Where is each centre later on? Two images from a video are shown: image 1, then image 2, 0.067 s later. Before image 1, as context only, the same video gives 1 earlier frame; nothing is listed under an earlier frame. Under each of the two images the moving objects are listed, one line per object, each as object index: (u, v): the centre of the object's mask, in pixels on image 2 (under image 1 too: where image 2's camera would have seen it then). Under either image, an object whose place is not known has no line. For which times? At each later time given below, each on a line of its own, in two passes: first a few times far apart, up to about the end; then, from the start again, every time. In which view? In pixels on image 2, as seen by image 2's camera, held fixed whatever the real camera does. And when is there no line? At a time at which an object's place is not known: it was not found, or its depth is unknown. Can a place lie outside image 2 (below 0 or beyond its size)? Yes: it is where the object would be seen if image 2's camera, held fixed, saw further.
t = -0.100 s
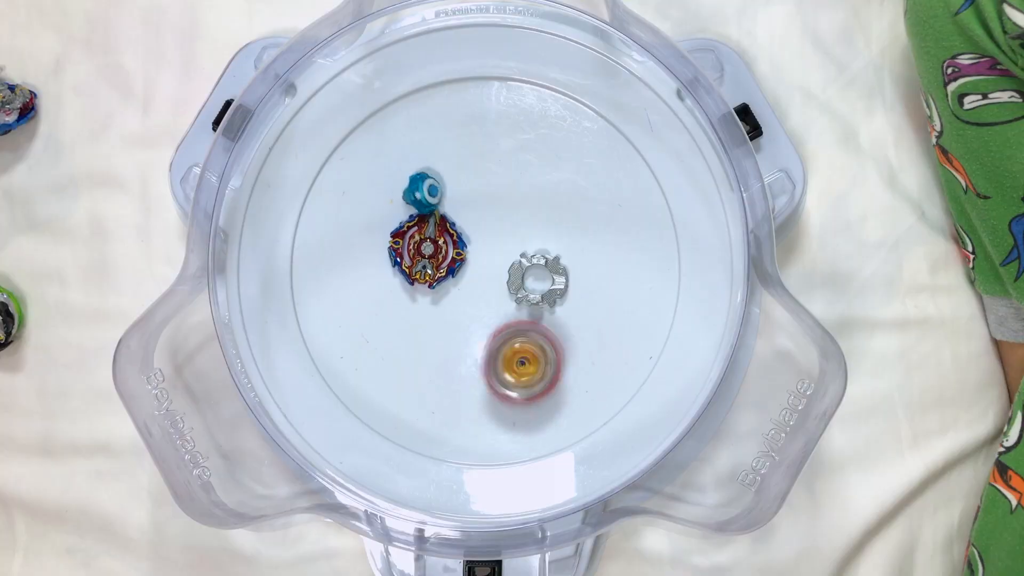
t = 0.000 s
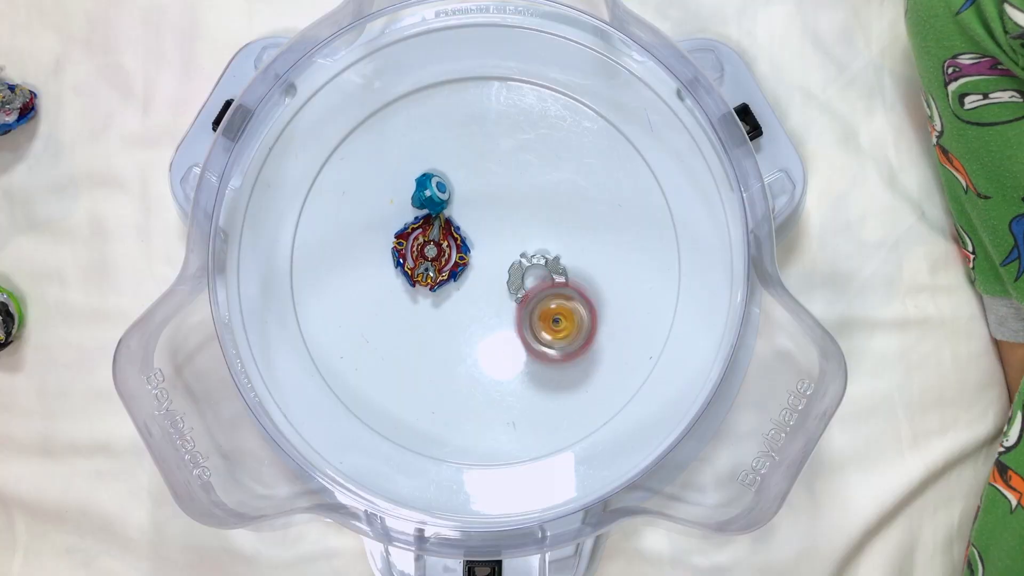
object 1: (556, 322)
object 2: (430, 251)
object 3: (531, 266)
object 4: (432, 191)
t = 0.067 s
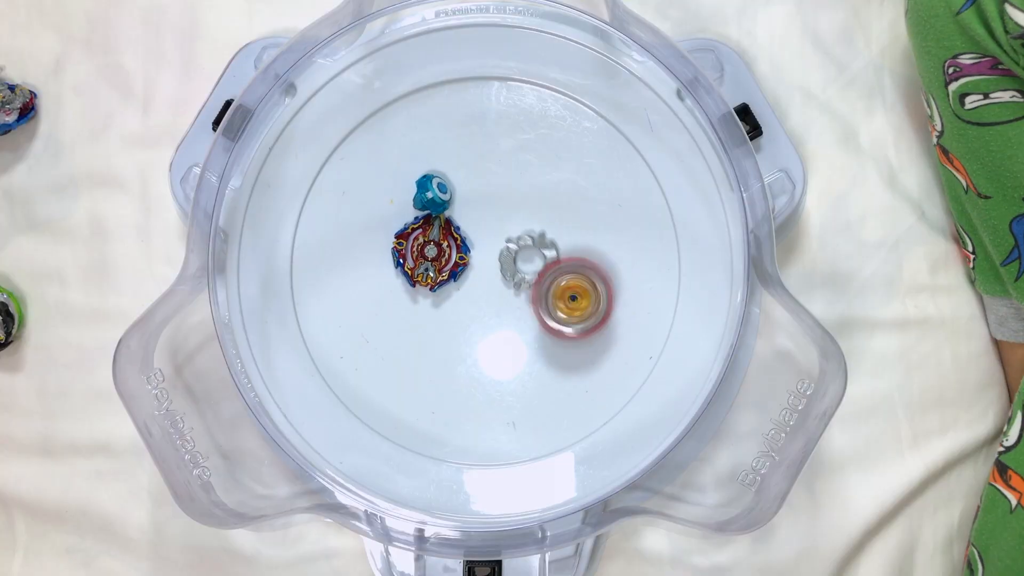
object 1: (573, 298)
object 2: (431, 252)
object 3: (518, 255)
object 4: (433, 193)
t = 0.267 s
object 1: (552, 212)
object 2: (431, 252)
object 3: (508, 256)
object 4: (438, 195)
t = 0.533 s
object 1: (471, 211)
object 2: (426, 256)
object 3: (518, 263)
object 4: (402, 169)
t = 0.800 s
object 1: (465, 250)
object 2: (407, 273)
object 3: (530, 274)
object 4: (386, 206)
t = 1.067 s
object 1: (425, 247)
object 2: (387, 296)
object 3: (647, 345)
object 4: (386, 165)
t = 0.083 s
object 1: (575, 292)
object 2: (431, 252)
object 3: (525, 254)
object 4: (434, 193)
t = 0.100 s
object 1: (578, 286)
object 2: (431, 252)
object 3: (523, 251)
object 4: (435, 193)
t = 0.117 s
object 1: (579, 279)
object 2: (431, 252)
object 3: (521, 248)
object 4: (435, 194)
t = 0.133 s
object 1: (580, 271)
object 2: (431, 252)
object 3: (519, 247)
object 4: (436, 195)
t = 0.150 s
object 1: (579, 263)
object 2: (431, 252)
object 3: (517, 246)
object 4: (437, 195)
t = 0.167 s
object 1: (577, 255)
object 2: (431, 252)
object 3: (515, 246)
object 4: (437, 195)
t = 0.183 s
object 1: (574, 246)
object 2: (431, 252)
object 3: (514, 246)
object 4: (438, 195)
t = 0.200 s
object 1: (571, 238)
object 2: (431, 252)
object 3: (505, 251)
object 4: (438, 195)
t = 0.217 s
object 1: (567, 230)
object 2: (431, 252)
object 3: (505, 251)
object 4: (437, 195)
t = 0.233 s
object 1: (562, 222)
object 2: (431, 252)
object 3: (505, 251)
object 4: (438, 195)
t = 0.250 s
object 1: (557, 217)
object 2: (431, 252)
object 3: (506, 253)
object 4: (437, 195)
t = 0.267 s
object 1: (552, 212)
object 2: (431, 252)
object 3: (508, 256)
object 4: (438, 195)
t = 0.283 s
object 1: (547, 207)
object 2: (431, 252)
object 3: (509, 257)
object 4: (438, 195)
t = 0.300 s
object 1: (541, 203)
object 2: (431, 252)
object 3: (512, 258)
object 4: (438, 195)
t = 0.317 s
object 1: (535, 201)
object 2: (431, 252)
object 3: (512, 258)
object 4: (438, 195)
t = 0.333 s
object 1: (530, 198)
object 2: (431, 252)
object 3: (515, 259)
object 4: (437, 195)
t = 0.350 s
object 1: (523, 197)
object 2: (431, 252)
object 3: (515, 259)
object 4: (437, 195)
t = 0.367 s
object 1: (517, 197)
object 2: (431, 252)
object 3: (515, 259)
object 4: (437, 195)
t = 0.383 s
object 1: (511, 197)
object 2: (431, 252)
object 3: (515, 259)
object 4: (437, 195)
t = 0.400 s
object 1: (505, 198)
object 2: (431, 252)
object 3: (521, 259)
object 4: (438, 195)
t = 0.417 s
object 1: (499, 199)
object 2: (431, 252)
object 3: (522, 259)
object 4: (437, 195)
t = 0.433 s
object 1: (494, 201)
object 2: (431, 252)
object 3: (525, 257)
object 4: (436, 195)
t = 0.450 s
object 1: (488, 204)
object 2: (430, 252)
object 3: (526, 257)
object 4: (435, 194)
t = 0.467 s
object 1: (483, 205)
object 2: (429, 253)
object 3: (524, 260)
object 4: (433, 193)
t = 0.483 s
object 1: (479, 206)
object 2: (429, 254)
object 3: (520, 254)
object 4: (425, 186)
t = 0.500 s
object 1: (477, 208)
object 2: (428, 255)
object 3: (519, 257)
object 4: (418, 180)
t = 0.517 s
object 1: (474, 209)
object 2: (427, 256)
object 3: (519, 260)
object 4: (410, 174)
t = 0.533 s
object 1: (471, 211)
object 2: (426, 256)
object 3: (518, 263)
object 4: (402, 169)
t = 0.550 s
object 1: (468, 213)
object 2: (426, 257)
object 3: (518, 265)
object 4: (396, 166)
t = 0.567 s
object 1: (467, 214)
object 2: (423, 259)
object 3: (518, 266)
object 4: (390, 164)
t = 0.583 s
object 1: (465, 216)
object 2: (421, 260)
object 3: (518, 267)
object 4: (385, 163)
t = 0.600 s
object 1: (464, 218)
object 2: (419, 262)
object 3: (518, 268)
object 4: (382, 164)
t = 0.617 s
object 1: (463, 220)
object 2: (417, 263)
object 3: (518, 268)
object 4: (379, 165)
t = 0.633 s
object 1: (462, 223)
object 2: (416, 265)
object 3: (518, 268)
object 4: (377, 167)
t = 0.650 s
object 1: (461, 226)
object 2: (415, 266)
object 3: (517, 268)
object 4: (377, 168)
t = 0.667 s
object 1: (461, 228)
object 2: (413, 267)
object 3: (517, 268)
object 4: (377, 168)
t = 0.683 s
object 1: (462, 231)
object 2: (410, 270)
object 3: (516, 269)
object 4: (376, 170)
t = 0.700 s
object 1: (461, 233)
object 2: (409, 272)
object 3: (516, 269)
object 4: (376, 172)
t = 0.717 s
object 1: (462, 236)
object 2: (408, 273)
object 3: (516, 269)
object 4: (376, 176)
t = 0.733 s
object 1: (462, 239)
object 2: (408, 274)
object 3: (517, 269)
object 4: (376, 181)
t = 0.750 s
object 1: (463, 242)
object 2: (408, 273)
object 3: (517, 270)
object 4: (378, 187)
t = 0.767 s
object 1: (463, 245)
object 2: (407, 273)
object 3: (518, 270)
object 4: (380, 194)
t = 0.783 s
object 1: (465, 249)
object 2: (407, 273)
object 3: (529, 272)
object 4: (383, 200)
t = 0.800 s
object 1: (465, 250)
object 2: (407, 273)
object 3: (530, 274)
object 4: (386, 206)
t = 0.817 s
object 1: (465, 253)
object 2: (406, 273)
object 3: (521, 271)
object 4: (389, 213)
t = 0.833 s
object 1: (465, 257)
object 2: (406, 274)
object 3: (522, 272)
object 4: (392, 217)
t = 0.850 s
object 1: (466, 258)
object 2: (407, 276)
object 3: (532, 272)
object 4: (394, 218)
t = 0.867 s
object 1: (460, 256)
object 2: (405, 279)
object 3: (532, 277)
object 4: (396, 219)
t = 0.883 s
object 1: (453, 253)
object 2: (401, 283)
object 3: (549, 286)
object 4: (399, 220)
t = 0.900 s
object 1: (446, 247)
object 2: (398, 286)
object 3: (567, 296)
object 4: (395, 216)
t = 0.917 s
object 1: (441, 245)
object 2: (396, 288)
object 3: (583, 305)
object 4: (390, 206)
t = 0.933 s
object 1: (437, 244)
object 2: (395, 289)
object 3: (600, 316)
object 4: (386, 195)
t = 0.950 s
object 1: (434, 242)
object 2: (395, 290)
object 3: (612, 322)
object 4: (384, 187)
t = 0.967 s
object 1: (431, 241)
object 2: (391, 292)
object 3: (624, 328)
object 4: (381, 180)
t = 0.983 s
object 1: (431, 241)
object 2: (389, 293)
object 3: (634, 333)
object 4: (381, 174)
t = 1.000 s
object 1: (430, 240)
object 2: (389, 294)
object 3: (641, 339)
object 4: (381, 169)
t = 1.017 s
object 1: (428, 241)
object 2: (388, 294)
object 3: (645, 342)
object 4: (382, 166)
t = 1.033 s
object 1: (428, 244)
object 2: (388, 294)
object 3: (647, 344)
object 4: (383, 165)
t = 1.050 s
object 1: (427, 245)
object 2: (388, 295)
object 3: (648, 345)
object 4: (384, 164)
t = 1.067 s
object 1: (425, 247)
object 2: (387, 296)
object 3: (647, 345)
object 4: (386, 165)
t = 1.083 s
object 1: (427, 249)
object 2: (385, 297)
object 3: (646, 345)
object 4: (386, 167)
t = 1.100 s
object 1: (426, 250)
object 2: (384, 298)
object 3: (644, 344)
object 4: (387, 169)
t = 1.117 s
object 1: (427, 252)
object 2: (383, 299)
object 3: (642, 343)
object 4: (389, 172)
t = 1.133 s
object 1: (430, 254)
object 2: (383, 298)
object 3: (640, 342)
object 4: (389, 175)
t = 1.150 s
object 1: (430, 255)
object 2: (383, 298)
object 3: (637, 341)
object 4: (390, 178)
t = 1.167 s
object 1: (432, 257)
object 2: (383, 298)
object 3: (634, 340)
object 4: (392, 182)
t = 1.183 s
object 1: (435, 258)
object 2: (383, 297)
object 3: (631, 339)
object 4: (393, 185)
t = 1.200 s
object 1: (436, 259)
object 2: (383, 297)
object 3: (627, 337)
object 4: (395, 188)
